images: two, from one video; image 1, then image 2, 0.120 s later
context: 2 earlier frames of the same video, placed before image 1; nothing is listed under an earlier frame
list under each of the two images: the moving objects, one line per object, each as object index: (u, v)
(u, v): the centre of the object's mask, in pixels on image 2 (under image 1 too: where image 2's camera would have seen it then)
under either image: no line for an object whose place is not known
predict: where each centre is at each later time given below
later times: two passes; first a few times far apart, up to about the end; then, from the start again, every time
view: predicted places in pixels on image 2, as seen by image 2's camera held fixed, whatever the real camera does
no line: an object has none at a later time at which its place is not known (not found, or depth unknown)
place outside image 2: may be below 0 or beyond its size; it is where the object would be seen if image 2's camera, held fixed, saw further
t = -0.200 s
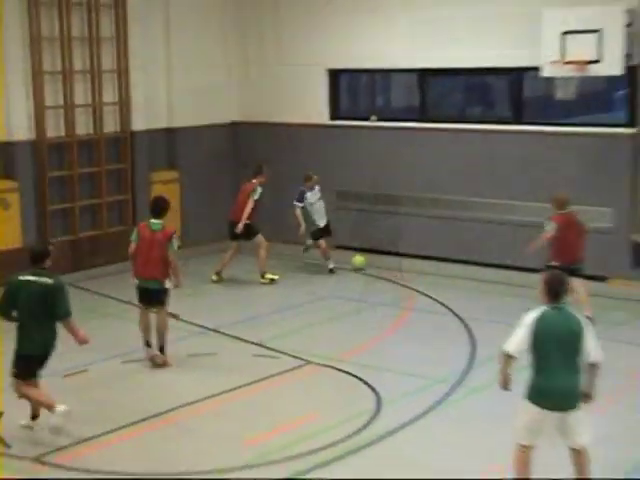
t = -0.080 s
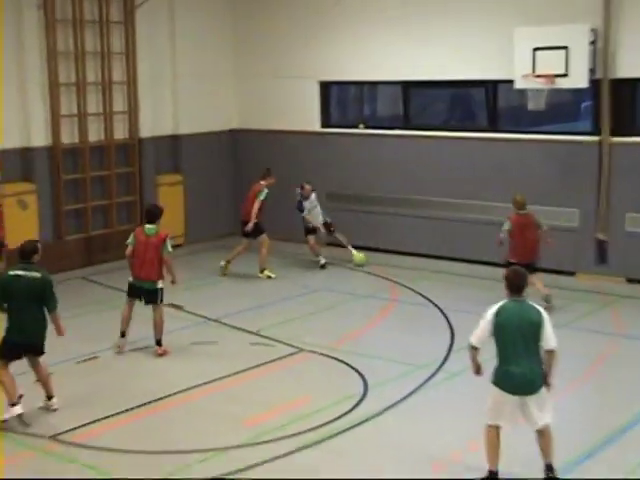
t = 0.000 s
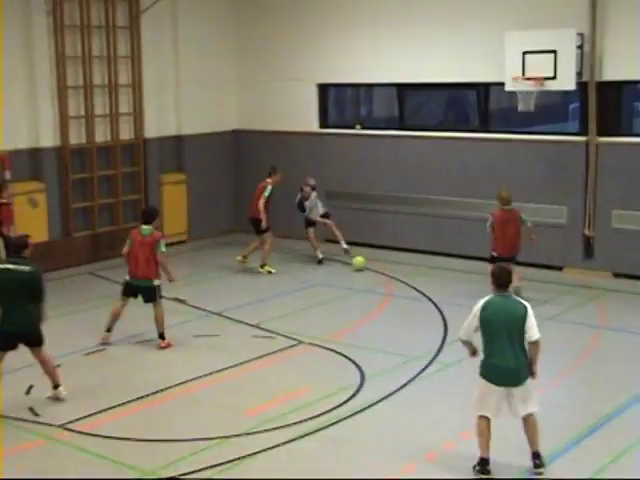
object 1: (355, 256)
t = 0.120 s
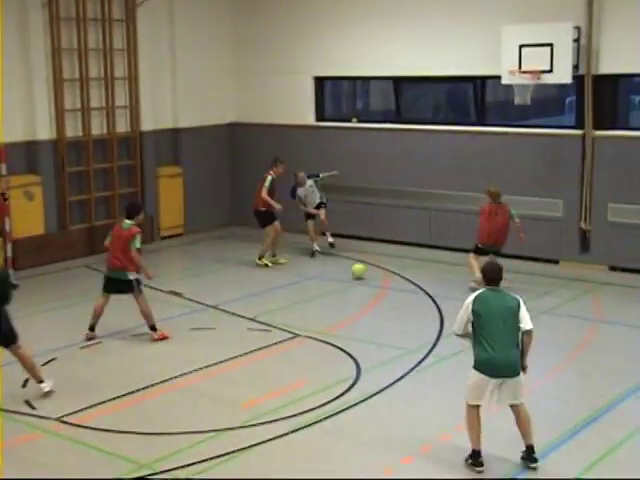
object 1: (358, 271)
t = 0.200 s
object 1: (361, 281)
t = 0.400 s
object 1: (365, 310)
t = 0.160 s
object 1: (360, 276)
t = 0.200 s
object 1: (361, 281)
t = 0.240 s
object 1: (361, 288)
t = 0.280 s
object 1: (362, 292)
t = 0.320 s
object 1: (363, 297)
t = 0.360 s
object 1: (364, 304)
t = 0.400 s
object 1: (365, 310)
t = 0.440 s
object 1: (366, 315)
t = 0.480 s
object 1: (367, 322)
